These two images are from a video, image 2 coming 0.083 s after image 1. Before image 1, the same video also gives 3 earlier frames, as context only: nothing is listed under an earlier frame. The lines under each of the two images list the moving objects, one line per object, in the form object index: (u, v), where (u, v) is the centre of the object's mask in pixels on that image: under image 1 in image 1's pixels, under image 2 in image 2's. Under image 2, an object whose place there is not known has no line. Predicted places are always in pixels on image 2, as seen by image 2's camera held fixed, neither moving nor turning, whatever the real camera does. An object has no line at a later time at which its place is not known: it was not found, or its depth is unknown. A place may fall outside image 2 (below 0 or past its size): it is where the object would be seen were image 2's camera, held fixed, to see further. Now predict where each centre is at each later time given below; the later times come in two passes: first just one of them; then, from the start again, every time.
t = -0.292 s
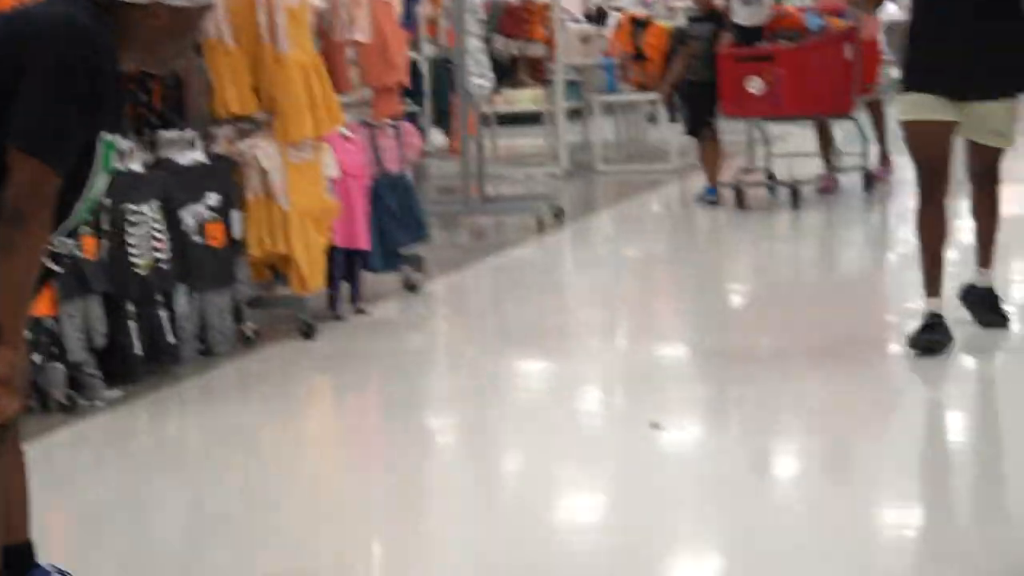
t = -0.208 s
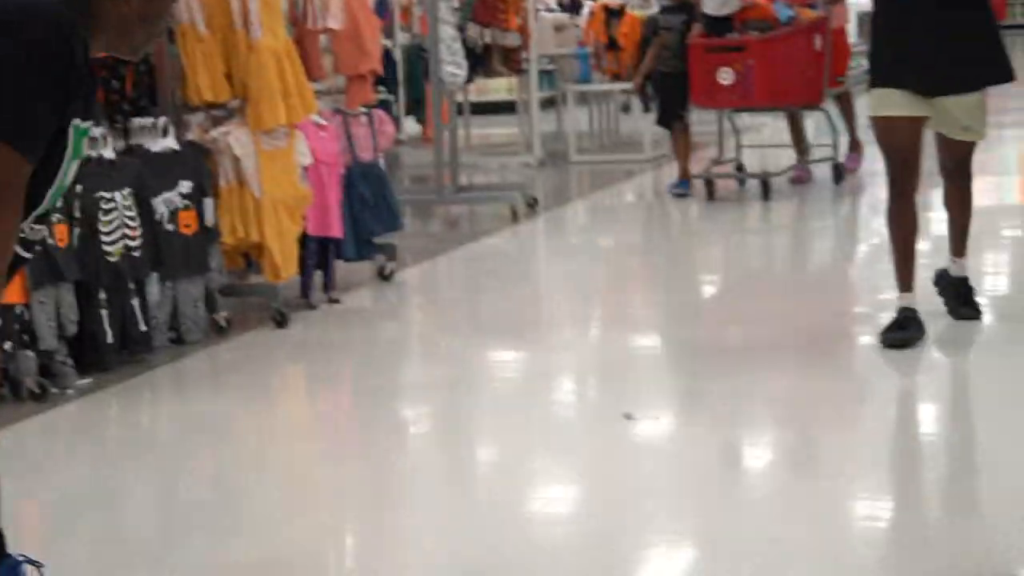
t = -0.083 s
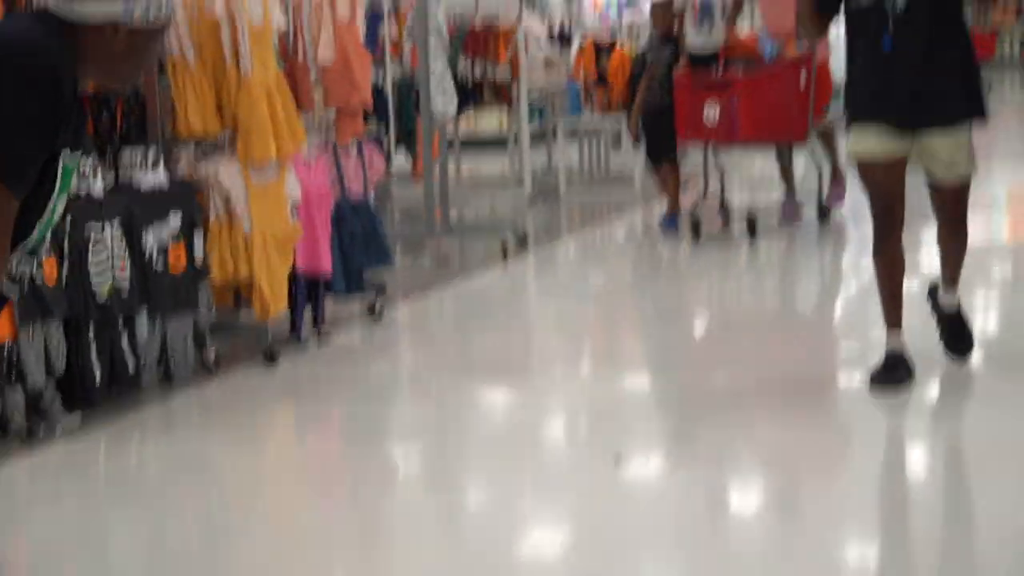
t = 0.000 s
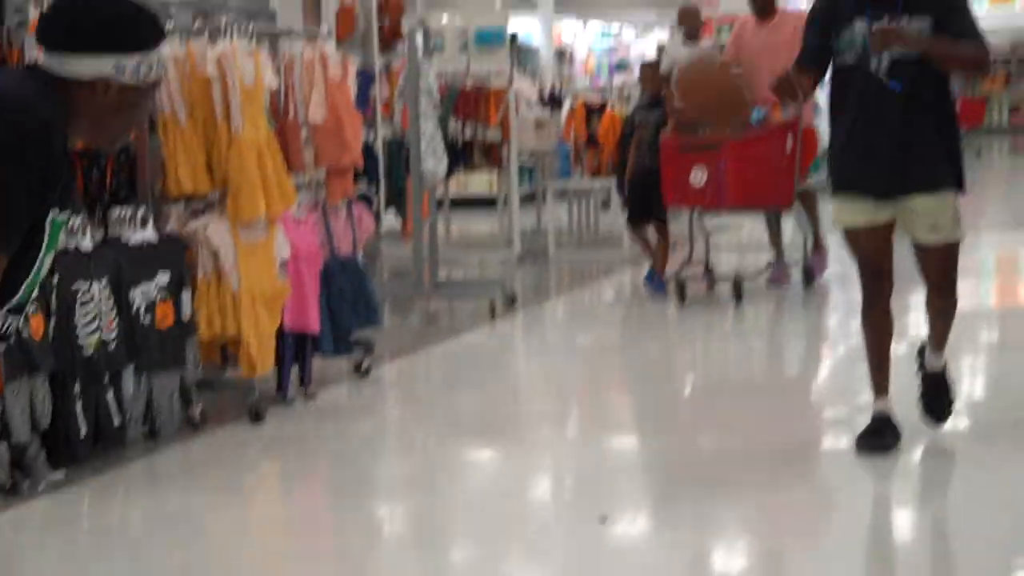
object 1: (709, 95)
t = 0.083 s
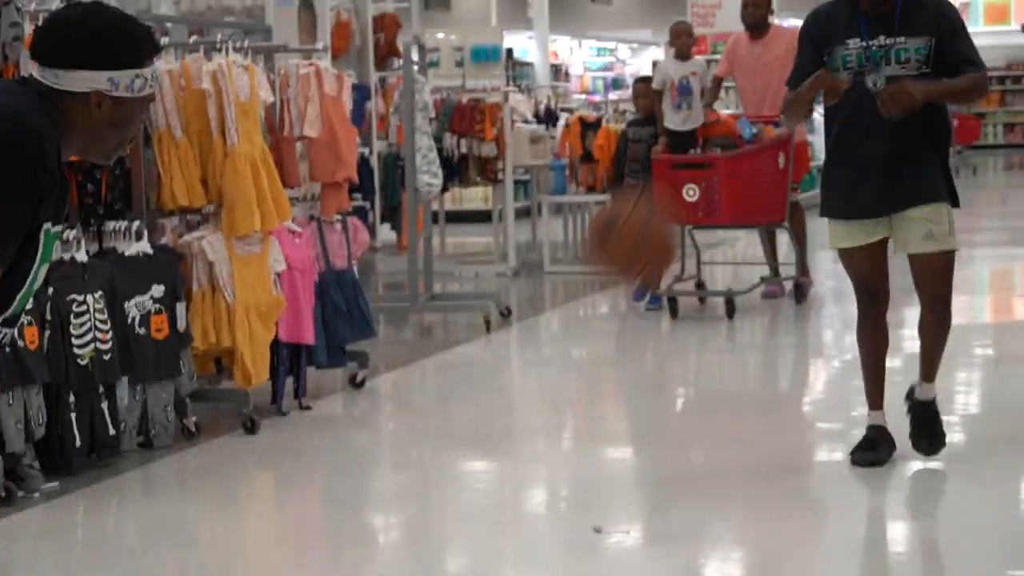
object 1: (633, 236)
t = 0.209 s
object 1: (499, 525)
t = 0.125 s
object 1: (590, 322)
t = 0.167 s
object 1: (546, 414)
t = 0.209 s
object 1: (499, 525)
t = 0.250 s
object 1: (463, 534)
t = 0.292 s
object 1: (437, 473)
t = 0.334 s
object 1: (410, 418)
